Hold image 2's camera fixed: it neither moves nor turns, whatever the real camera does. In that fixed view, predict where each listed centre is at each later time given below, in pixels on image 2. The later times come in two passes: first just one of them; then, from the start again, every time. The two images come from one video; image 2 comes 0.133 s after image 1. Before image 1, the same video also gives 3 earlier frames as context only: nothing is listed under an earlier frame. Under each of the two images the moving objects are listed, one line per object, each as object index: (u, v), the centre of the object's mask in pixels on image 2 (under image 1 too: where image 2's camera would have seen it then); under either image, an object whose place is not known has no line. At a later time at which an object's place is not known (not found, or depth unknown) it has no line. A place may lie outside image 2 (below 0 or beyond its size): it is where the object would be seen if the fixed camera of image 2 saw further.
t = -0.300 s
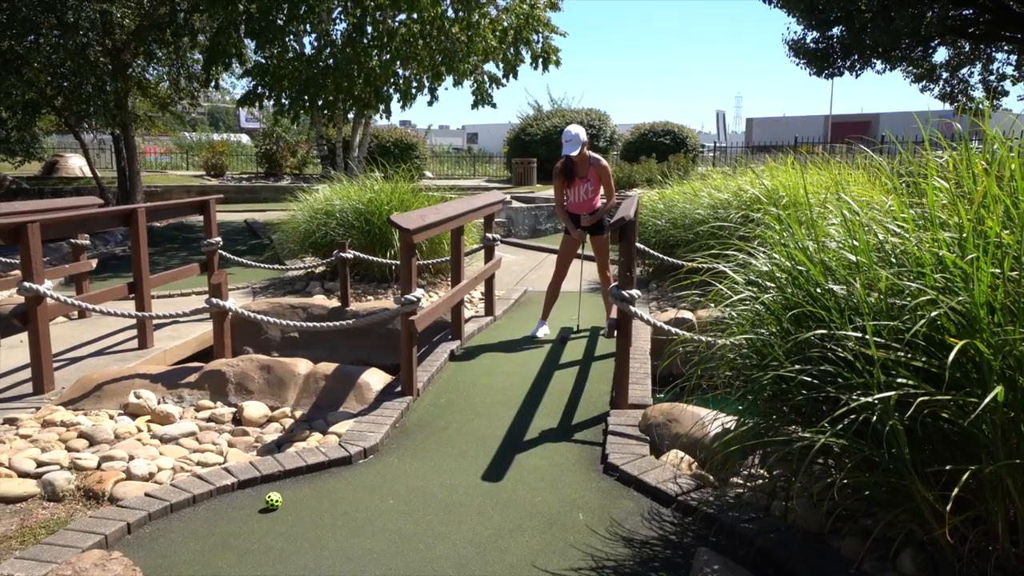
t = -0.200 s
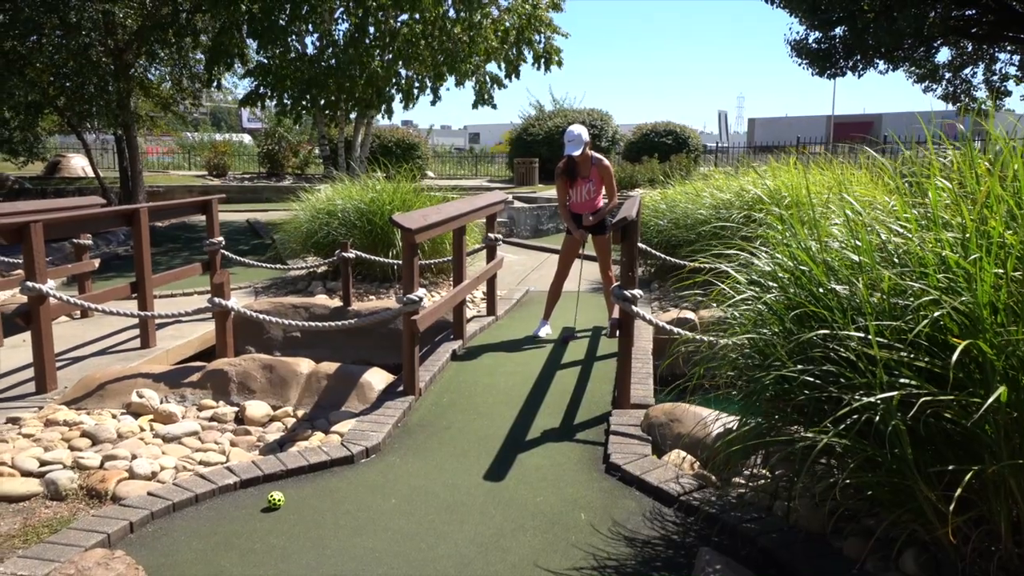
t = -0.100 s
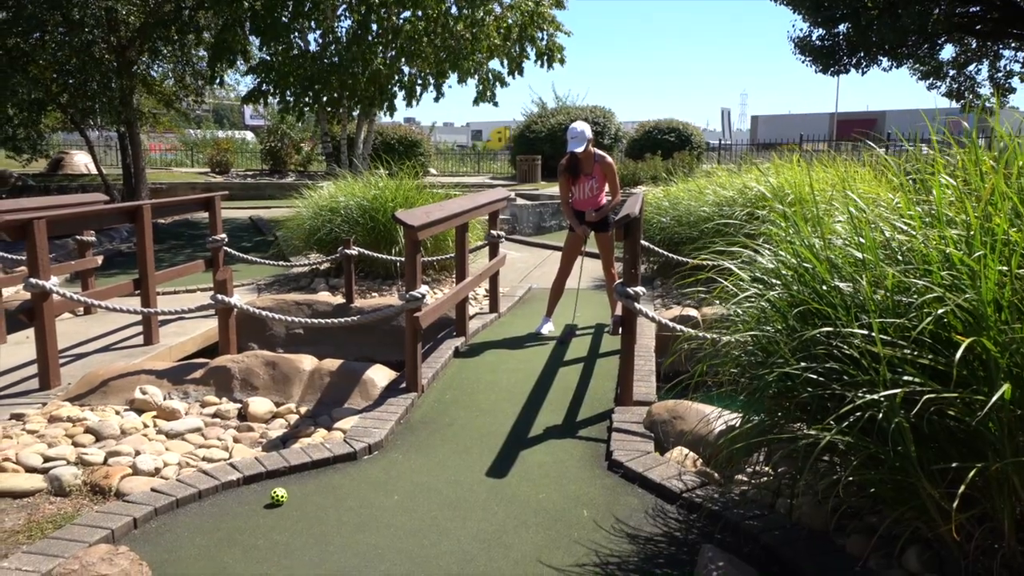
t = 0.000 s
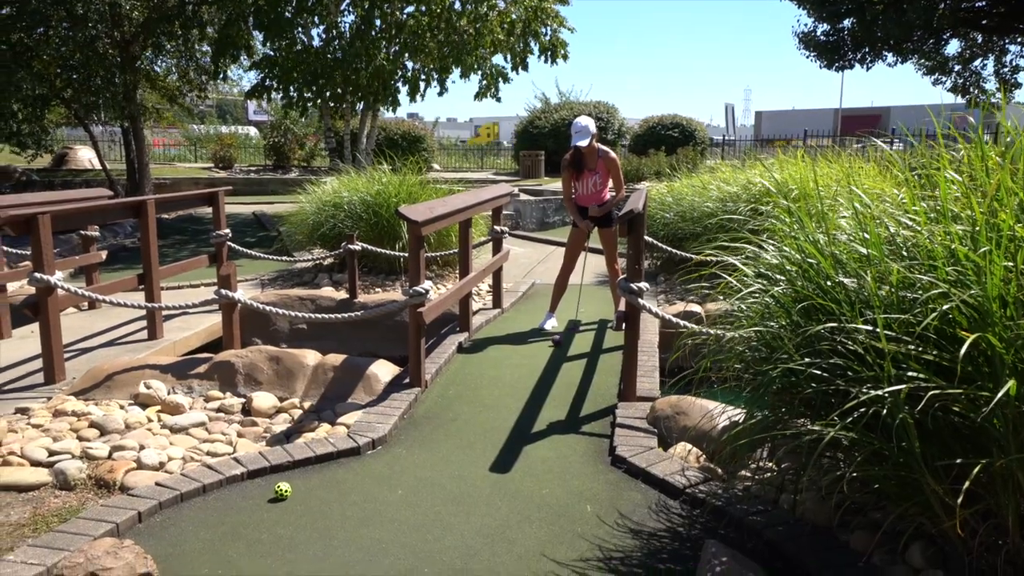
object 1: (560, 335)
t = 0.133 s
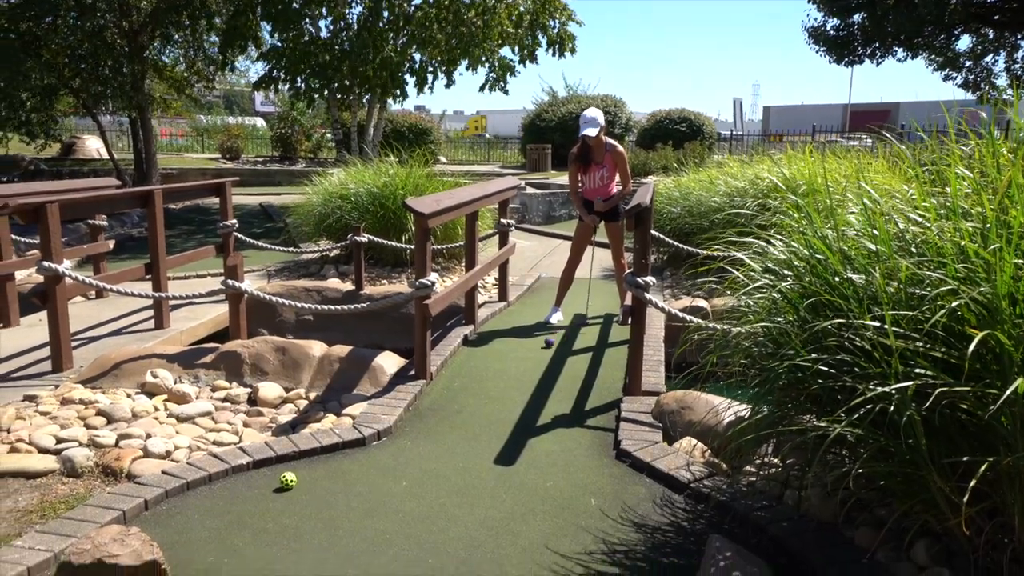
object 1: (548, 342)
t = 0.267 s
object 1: (536, 350)
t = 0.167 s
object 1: (545, 344)
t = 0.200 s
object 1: (543, 346)
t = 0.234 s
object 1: (539, 348)
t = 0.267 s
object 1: (536, 350)
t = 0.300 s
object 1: (532, 352)
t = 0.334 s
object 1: (528, 355)
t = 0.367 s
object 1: (524, 357)
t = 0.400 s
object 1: (521, 360)
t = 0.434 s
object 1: (517, 360)
